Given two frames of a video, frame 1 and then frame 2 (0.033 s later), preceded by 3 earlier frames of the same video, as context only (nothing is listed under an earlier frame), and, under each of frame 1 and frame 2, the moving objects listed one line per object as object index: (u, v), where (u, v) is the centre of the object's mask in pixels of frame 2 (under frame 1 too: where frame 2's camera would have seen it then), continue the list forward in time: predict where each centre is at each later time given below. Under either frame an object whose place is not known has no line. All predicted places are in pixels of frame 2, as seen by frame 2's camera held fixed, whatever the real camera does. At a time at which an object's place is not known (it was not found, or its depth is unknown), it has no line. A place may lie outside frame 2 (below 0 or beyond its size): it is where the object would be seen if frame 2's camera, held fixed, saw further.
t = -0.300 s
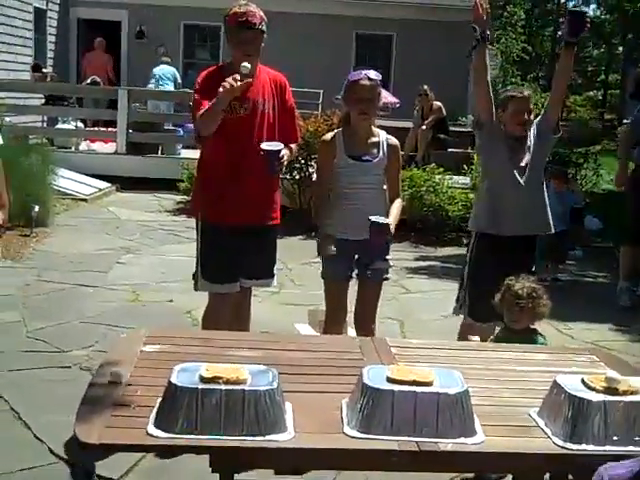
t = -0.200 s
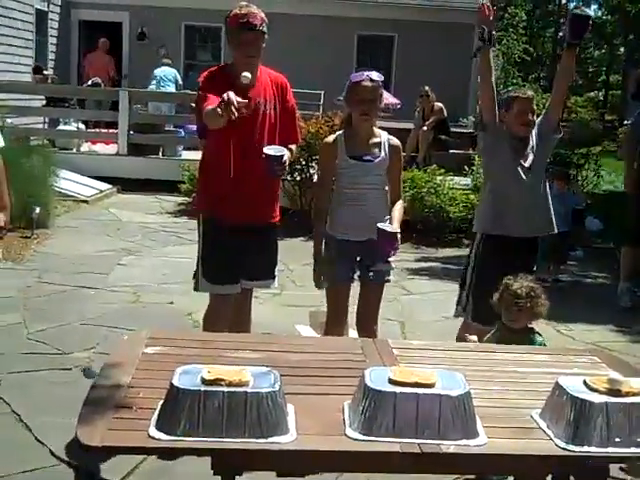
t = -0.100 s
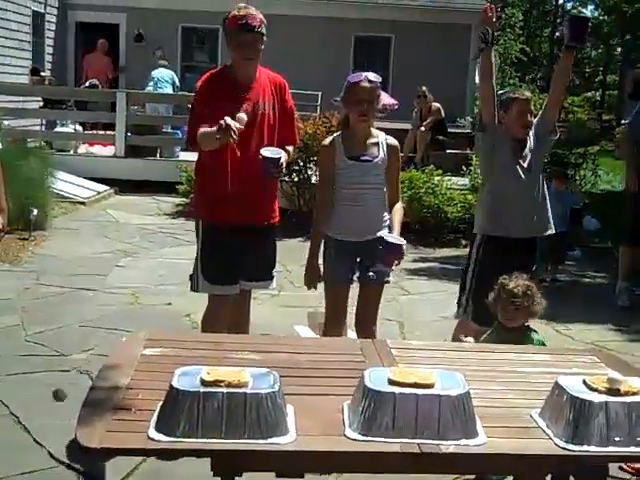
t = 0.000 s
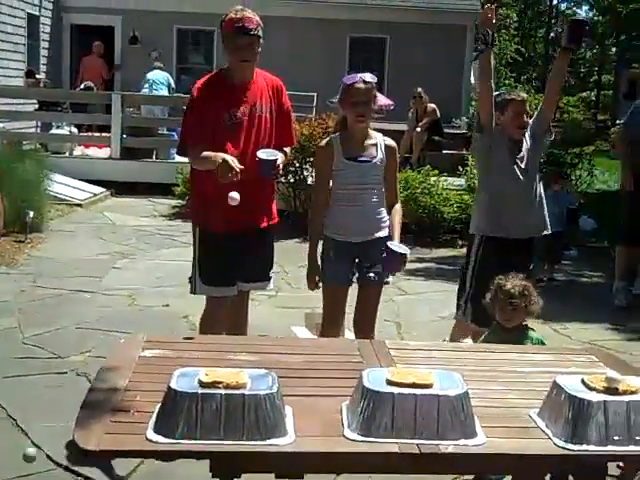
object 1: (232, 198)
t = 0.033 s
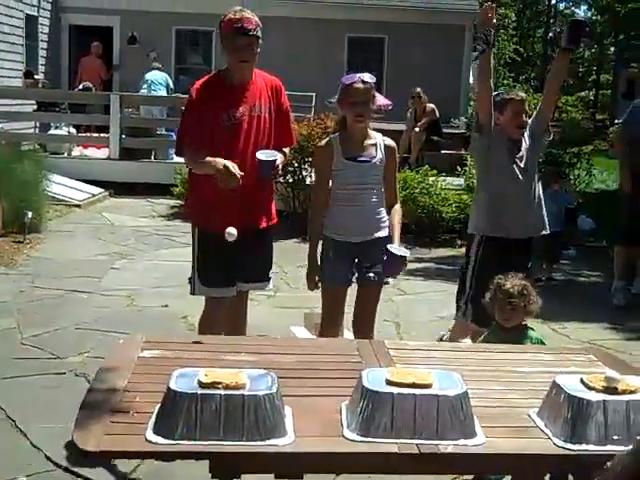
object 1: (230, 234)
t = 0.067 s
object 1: (229, 275)
